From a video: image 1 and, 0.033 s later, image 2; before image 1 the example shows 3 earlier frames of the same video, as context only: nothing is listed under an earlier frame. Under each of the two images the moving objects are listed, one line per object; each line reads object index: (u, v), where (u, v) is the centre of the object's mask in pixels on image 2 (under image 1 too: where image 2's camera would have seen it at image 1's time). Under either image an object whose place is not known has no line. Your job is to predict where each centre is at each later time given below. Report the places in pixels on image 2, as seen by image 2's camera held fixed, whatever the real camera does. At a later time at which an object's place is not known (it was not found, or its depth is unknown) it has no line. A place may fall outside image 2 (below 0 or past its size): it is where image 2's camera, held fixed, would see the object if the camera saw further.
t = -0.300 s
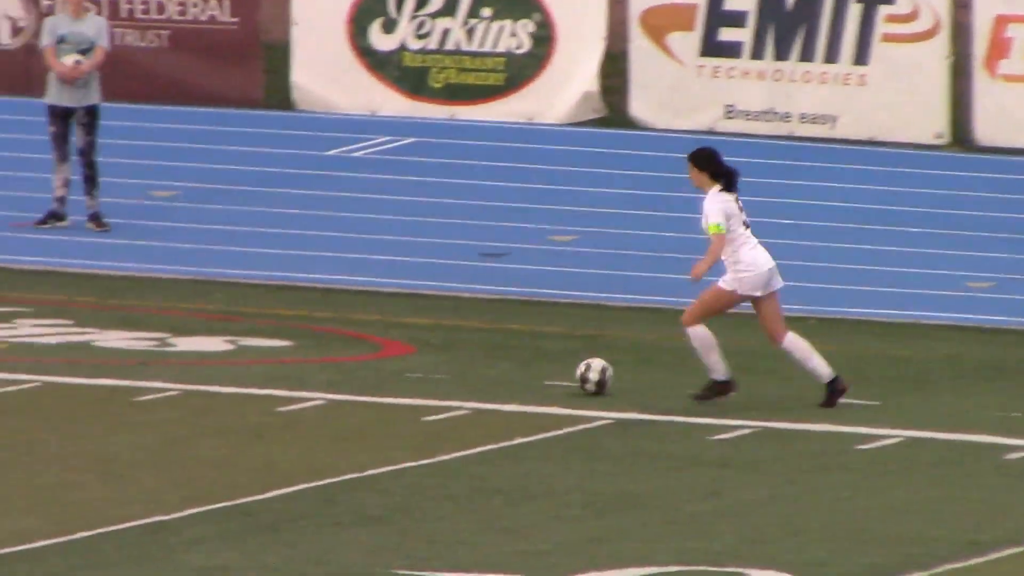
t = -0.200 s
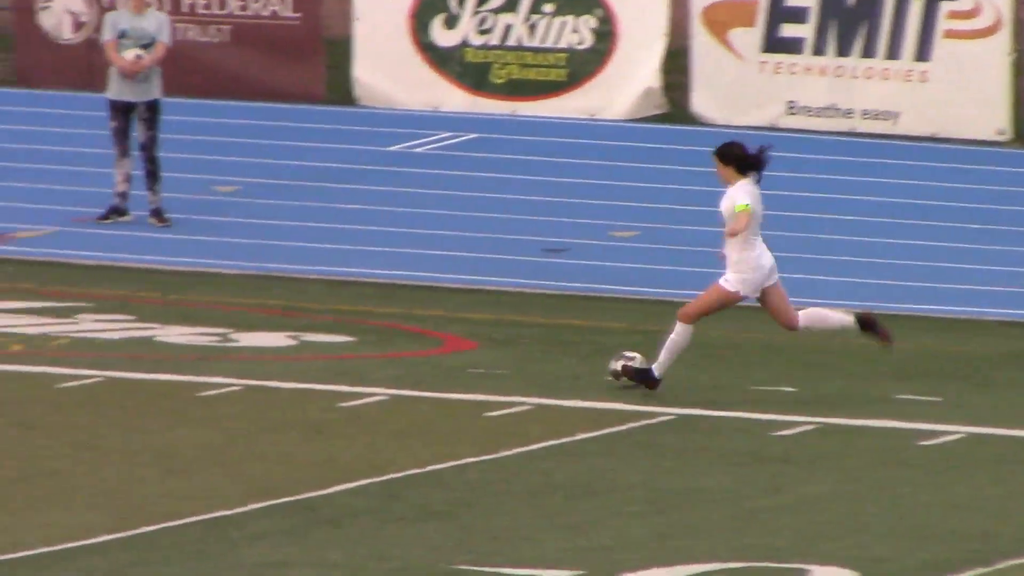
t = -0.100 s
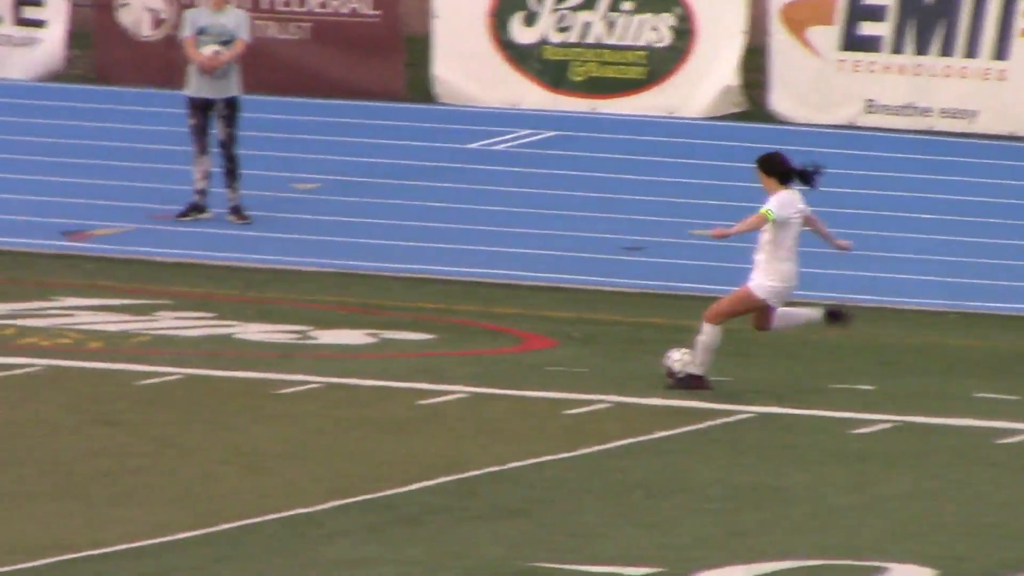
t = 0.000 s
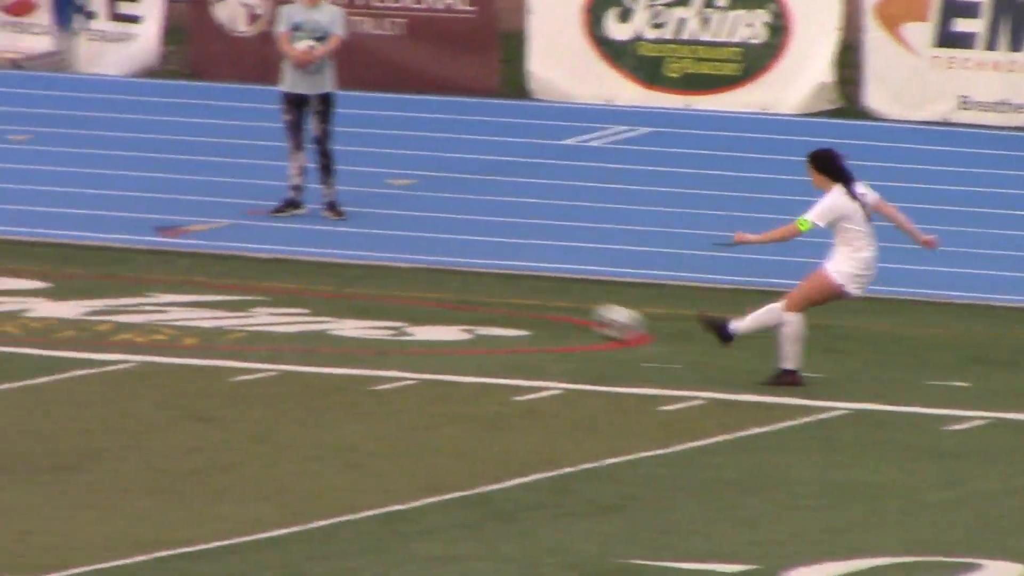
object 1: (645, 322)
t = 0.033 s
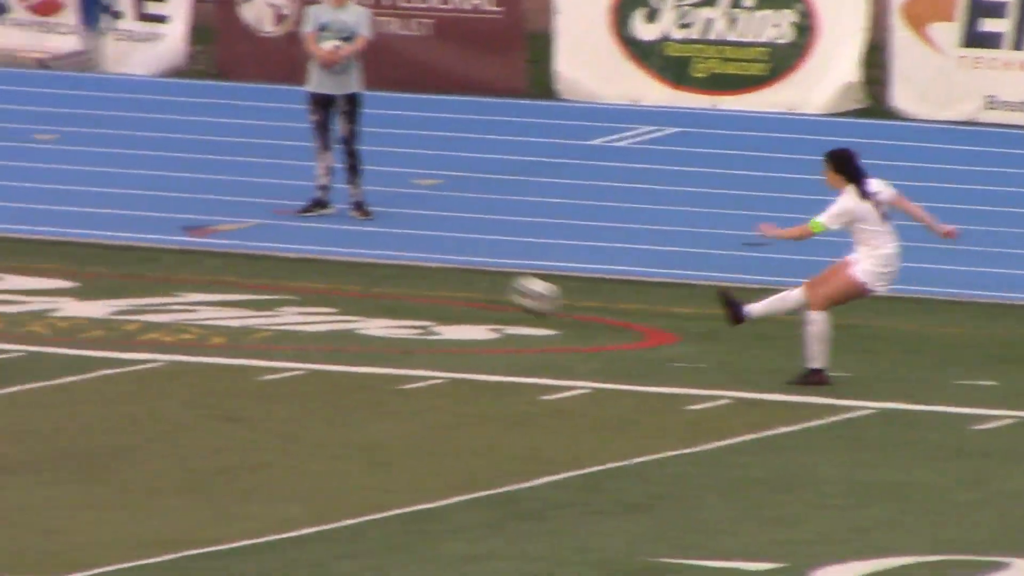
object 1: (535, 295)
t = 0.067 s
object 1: (427, 269)
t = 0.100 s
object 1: (316, 245)
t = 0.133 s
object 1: (206, 223)
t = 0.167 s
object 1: (92, 202)
